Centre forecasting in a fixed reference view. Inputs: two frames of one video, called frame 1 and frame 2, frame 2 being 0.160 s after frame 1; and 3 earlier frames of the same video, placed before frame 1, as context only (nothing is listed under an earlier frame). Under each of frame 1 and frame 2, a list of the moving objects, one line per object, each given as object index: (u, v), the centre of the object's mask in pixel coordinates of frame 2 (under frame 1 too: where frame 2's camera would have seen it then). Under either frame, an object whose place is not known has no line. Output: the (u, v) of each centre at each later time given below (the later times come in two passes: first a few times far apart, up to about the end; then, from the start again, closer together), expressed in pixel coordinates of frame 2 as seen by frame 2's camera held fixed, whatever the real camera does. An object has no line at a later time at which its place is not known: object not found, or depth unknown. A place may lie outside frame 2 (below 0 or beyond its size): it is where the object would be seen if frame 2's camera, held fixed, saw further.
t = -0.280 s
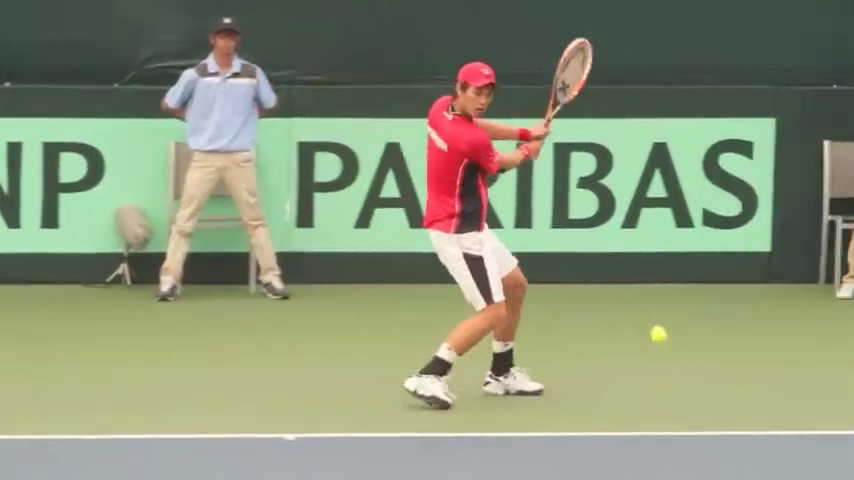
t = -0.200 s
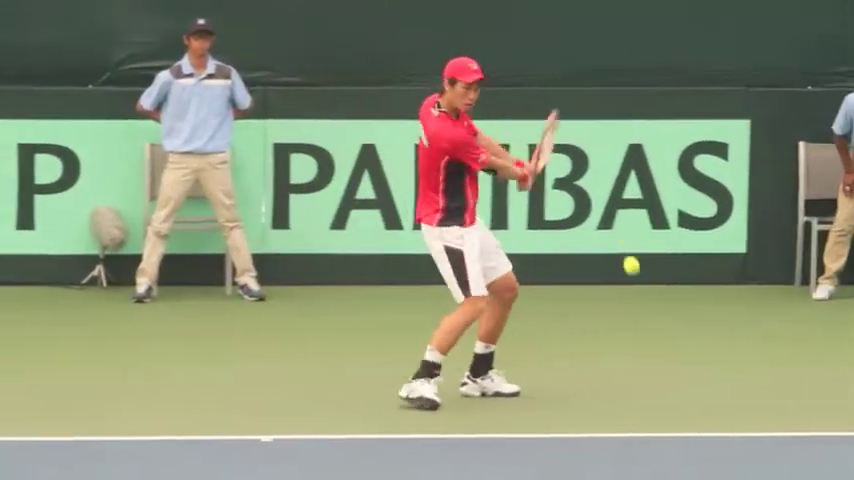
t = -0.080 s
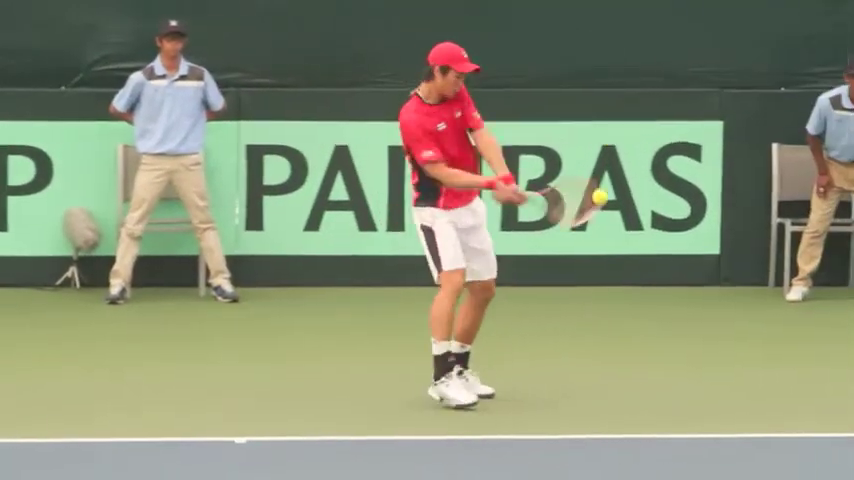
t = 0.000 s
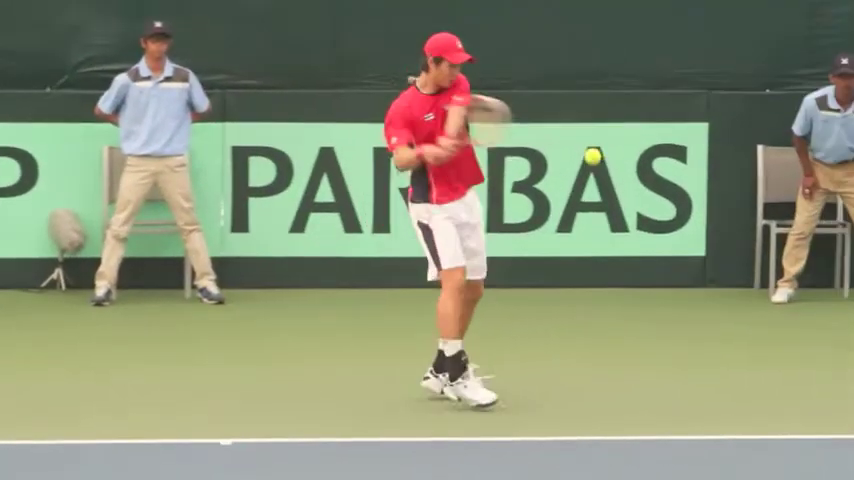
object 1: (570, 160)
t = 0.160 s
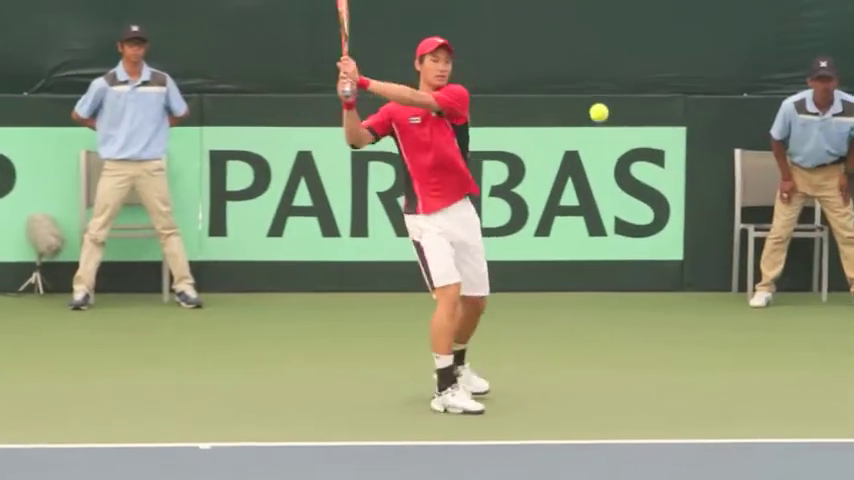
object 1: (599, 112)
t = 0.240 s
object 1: (617, 112)
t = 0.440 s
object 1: (682, 223)
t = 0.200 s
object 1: (607, 110)
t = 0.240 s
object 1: (617, 112)
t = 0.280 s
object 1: (627, 120)
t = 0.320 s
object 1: (638, 135)
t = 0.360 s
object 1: (651, 156)
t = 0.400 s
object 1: (665, 186)
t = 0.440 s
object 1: (682, 223)
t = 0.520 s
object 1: (718, 330)
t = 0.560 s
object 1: (740, 403)
